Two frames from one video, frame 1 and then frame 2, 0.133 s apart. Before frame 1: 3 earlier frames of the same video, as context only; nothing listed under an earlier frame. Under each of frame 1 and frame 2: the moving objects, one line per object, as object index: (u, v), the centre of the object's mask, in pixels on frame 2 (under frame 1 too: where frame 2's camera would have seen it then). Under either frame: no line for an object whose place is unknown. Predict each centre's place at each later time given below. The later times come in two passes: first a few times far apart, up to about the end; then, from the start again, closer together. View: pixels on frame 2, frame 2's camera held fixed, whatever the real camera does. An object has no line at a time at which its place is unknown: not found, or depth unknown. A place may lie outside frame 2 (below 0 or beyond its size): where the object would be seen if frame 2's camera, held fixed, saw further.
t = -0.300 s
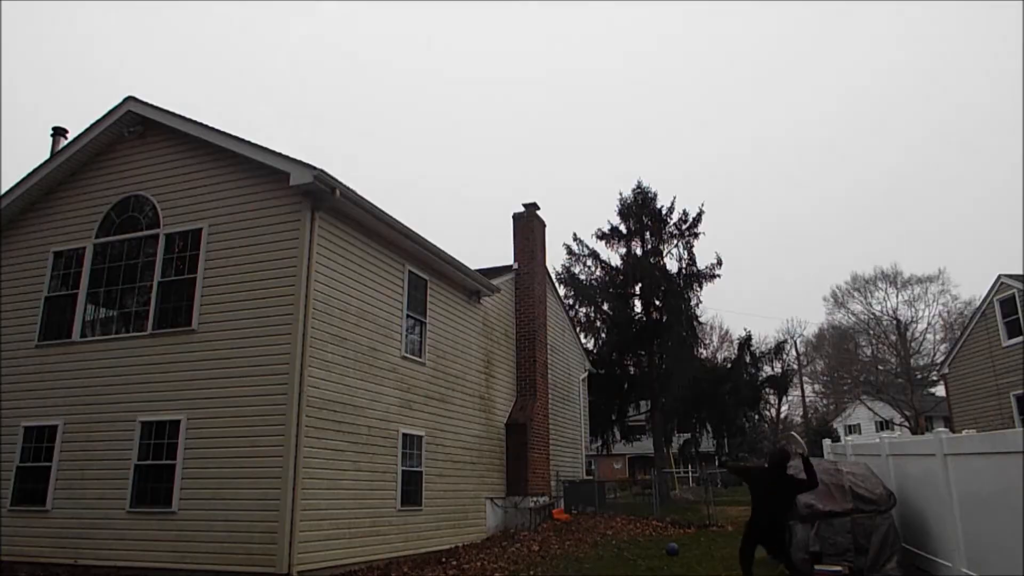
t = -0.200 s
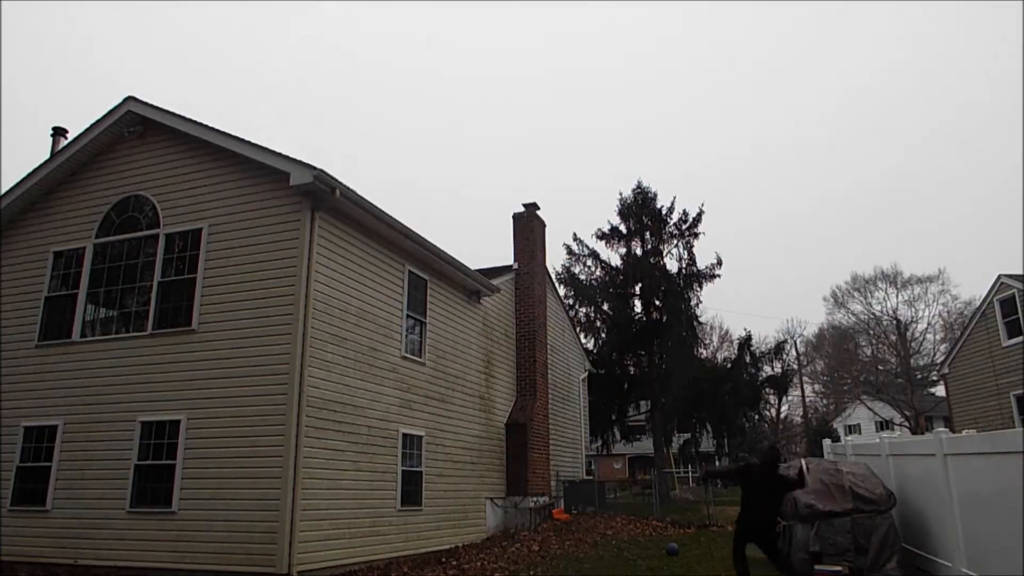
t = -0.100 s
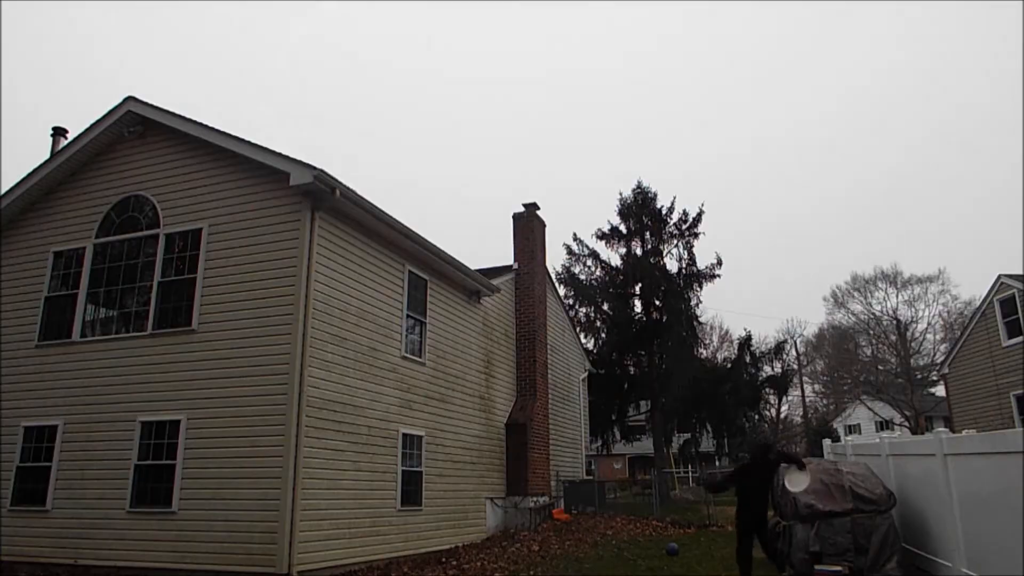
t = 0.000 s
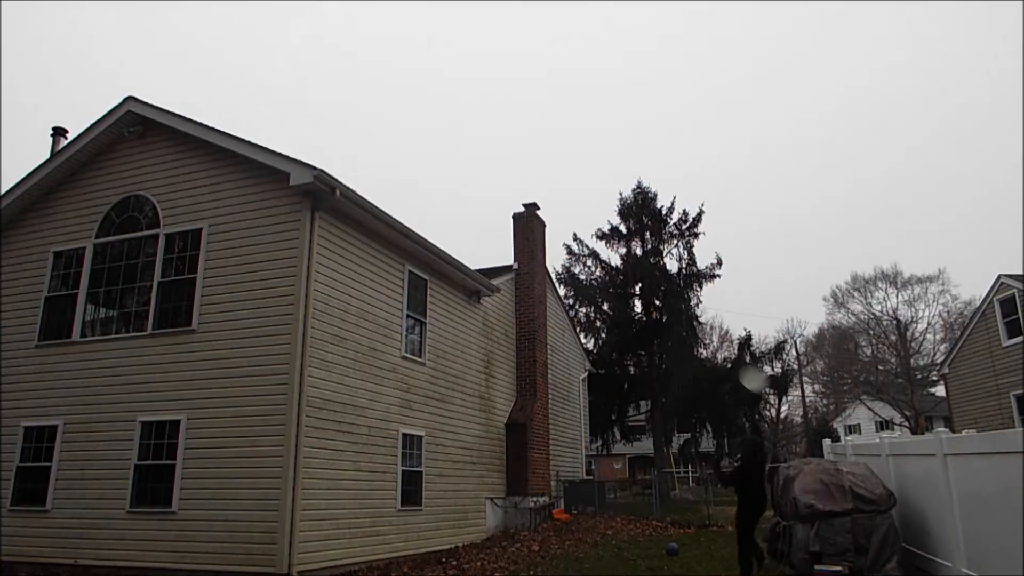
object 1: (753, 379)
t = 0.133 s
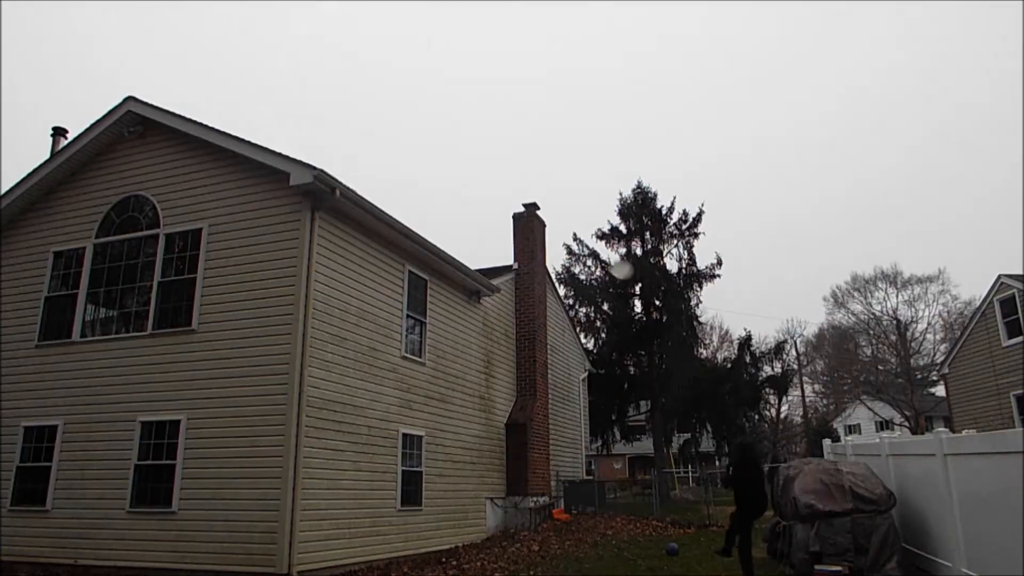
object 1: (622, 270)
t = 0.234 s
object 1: (544, 214)
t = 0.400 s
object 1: (446, 153)
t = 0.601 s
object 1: (356, 112)
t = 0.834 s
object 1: (273, 93)
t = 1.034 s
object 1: (213, 92)
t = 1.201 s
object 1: (166, 99)
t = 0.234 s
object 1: (544, 214)
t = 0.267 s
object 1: (523, 199)
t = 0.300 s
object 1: (501, 186)
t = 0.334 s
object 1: (482, 174)
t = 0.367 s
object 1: (464, 163)
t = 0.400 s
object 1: (446, 153)
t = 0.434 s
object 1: (429, 144)
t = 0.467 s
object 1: (413, 136)
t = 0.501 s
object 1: (398, 129)
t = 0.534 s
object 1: (383, 123)
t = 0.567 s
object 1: (370, 117)
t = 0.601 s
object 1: (356, 112)
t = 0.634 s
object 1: (343, 108)
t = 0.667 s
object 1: (331, 104)
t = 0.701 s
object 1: (318, 101)
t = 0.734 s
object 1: (307, 99)
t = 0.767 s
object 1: (295, 97)
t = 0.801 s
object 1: (284, 95)
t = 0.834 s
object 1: (273, 93)
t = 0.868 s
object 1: (263, 93)
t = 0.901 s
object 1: (253, 92)
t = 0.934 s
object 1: (242, 92)
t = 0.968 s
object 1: (232, 92)
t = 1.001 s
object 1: (222, 92)
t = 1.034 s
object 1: (213, 92)
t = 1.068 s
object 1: (203, 93)
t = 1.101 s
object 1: (193, 94)
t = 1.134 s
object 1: (184, 96)
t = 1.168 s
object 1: (175, 98)
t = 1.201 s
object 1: (166, 99)
